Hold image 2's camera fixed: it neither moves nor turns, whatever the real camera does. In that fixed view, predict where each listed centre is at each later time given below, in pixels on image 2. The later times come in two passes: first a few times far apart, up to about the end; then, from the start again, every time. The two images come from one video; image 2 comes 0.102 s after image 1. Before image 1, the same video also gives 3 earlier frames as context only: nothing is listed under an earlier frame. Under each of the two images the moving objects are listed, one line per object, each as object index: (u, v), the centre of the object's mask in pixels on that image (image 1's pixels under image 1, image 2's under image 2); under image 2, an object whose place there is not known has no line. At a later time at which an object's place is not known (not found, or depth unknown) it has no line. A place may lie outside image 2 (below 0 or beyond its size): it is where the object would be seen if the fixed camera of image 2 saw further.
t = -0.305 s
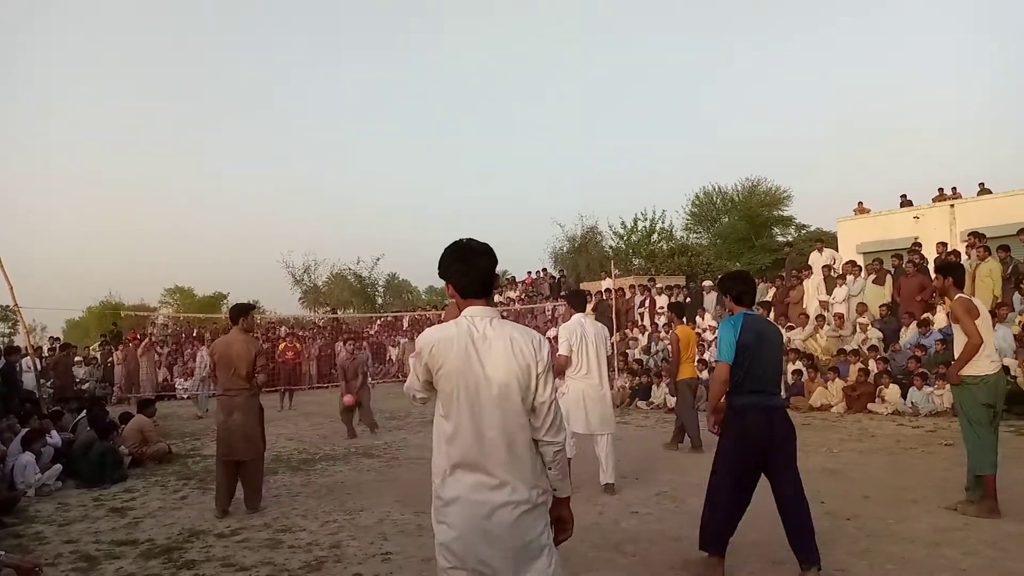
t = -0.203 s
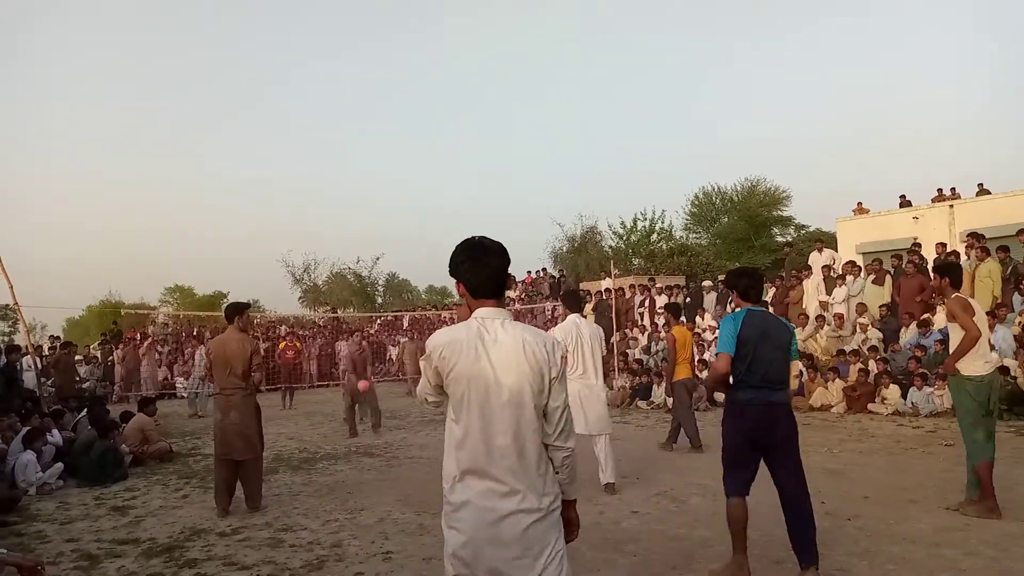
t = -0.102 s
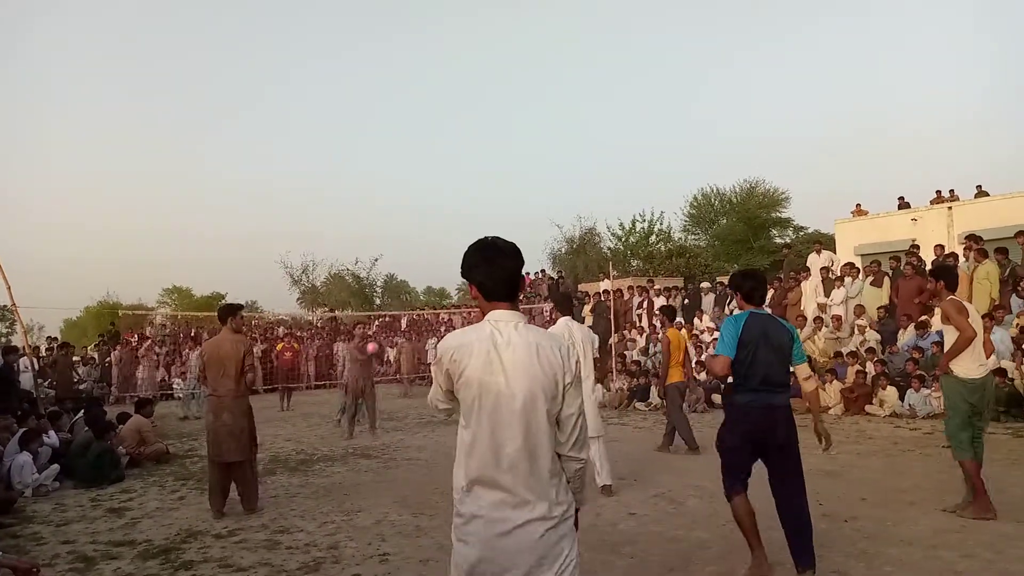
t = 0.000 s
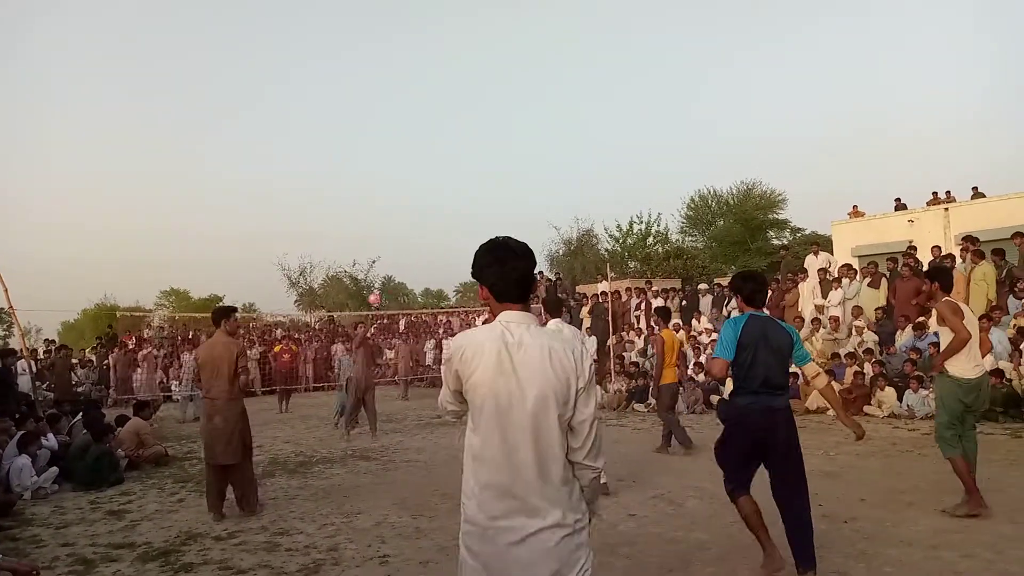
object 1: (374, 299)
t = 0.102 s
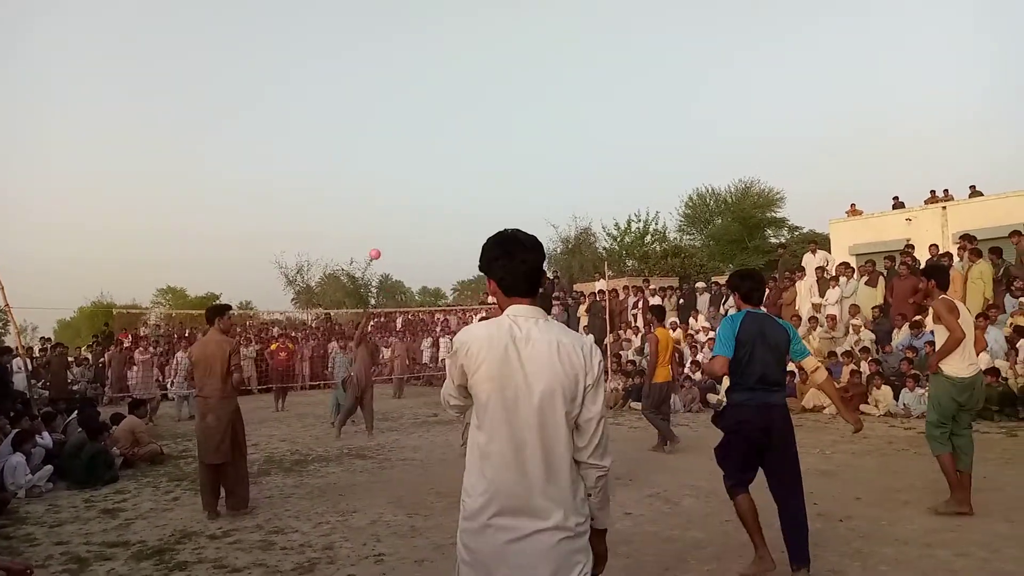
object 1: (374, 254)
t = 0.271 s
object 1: (380, 199)
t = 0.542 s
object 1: (390, 151)
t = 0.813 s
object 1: (401, 153)
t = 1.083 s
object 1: (414, 206)
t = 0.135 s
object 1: (375, 242)
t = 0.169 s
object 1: (376, 230)
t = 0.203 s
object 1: (377, 219)
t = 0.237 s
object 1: (378, 209)
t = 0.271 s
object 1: (380, 199)
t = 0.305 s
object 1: (381, 190)
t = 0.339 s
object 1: (382, 182)
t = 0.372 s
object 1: (383, 175)
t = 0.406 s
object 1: (384, 169)
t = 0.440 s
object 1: (386, 164)
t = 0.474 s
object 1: (387, 158)
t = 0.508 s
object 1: (389, 154)
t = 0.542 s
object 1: (390, 151)
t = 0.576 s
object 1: (391, 148)
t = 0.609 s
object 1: (392, 147)
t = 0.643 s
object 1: (393, 146)
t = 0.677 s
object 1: (395, 145)
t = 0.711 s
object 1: (396, 146)
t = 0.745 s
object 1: (397, 148)
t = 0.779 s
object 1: (400, 150)
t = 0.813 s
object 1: (401, 153)
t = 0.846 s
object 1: (403, 157)
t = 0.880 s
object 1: (404, 161)
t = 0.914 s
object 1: (406, 167)
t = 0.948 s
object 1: (407, 173)
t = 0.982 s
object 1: (409, 180)
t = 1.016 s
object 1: (411, 188)
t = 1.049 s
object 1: (413, 196)
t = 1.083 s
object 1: (414, 206)
